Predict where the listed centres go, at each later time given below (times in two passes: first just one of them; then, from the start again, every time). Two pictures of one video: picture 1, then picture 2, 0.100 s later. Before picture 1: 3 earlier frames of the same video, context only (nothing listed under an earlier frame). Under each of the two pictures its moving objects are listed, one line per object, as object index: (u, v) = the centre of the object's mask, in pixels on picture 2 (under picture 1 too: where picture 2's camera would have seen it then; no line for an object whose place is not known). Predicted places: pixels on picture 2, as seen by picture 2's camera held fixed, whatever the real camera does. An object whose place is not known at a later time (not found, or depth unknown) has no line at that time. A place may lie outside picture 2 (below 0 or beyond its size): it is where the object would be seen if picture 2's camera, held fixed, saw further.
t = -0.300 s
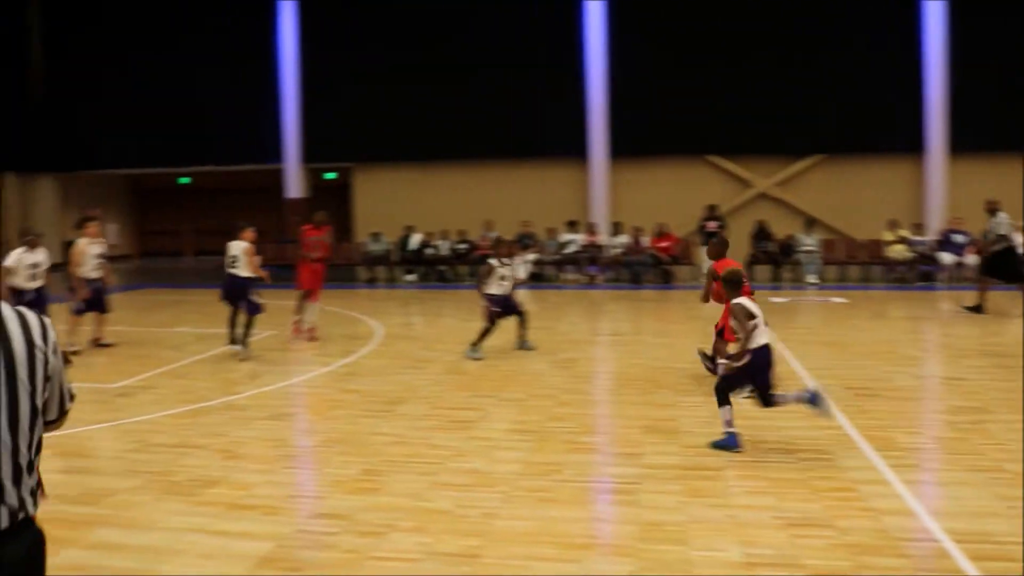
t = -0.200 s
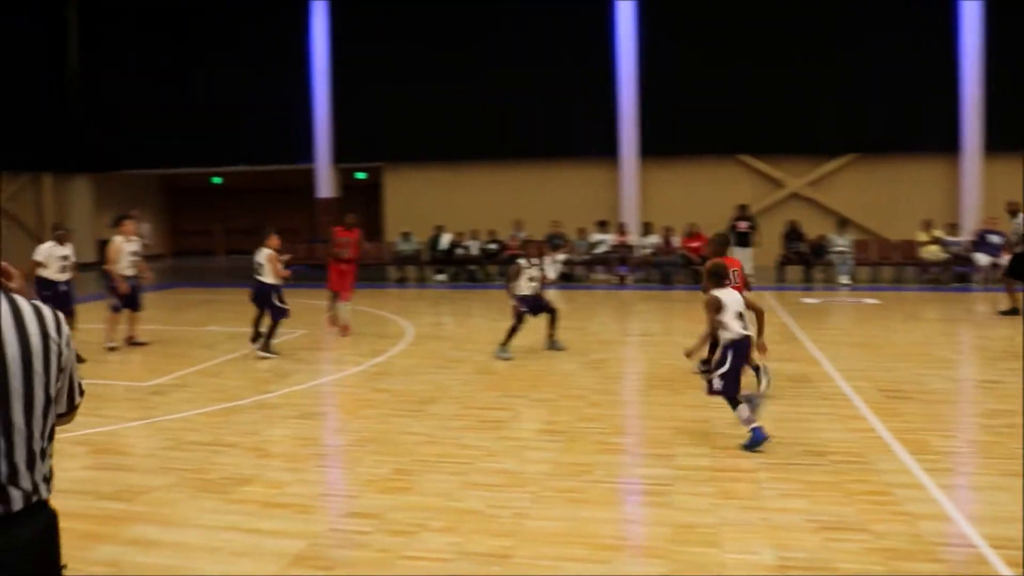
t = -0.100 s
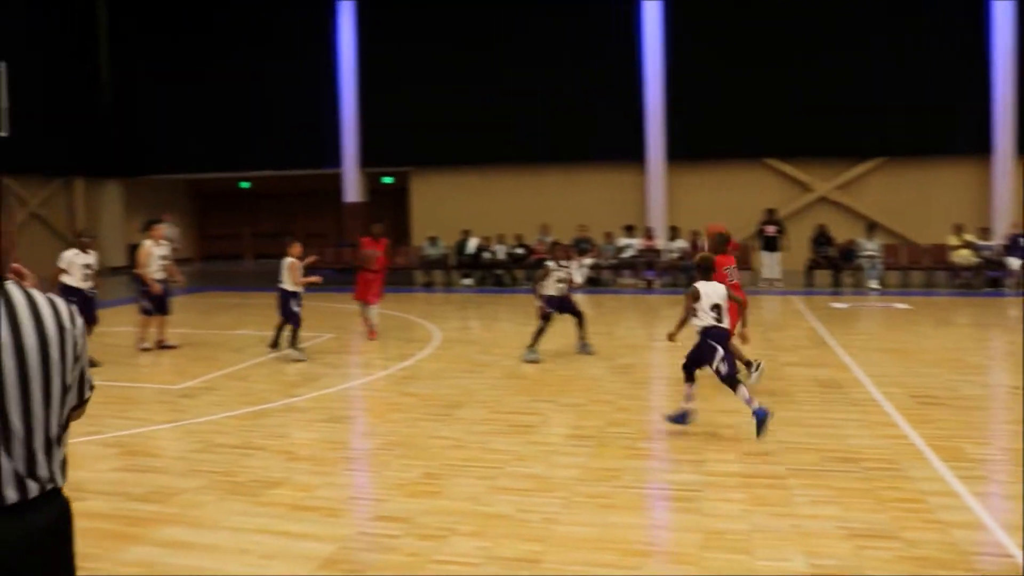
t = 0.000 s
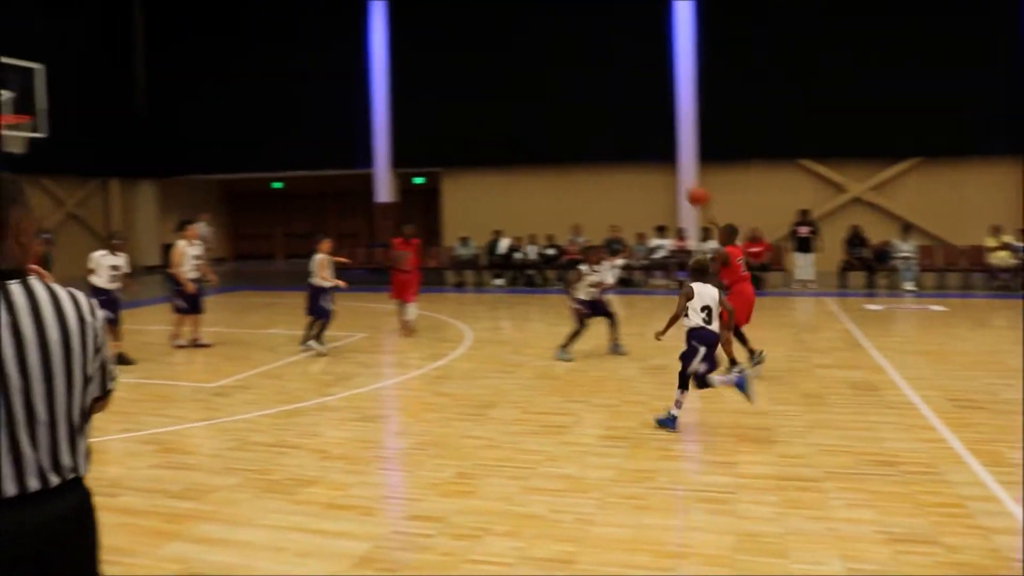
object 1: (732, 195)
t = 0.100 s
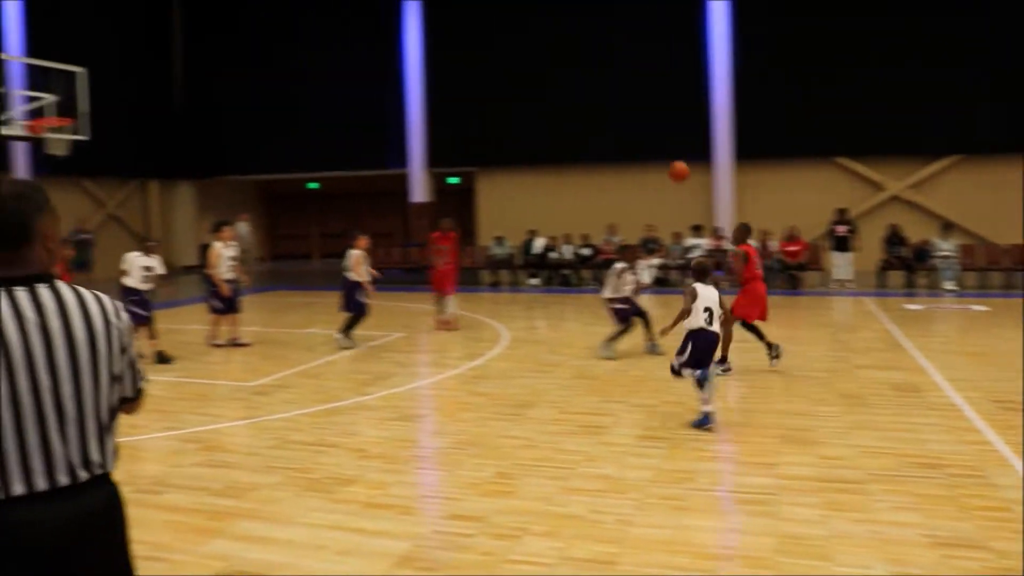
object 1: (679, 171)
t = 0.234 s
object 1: (622, 159)
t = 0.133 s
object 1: (664, 166)
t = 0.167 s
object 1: (650, 163)
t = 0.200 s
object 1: (635, 160)
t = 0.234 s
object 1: (622, 159)
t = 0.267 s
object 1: (609, 159)
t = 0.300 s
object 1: (597, 159)
